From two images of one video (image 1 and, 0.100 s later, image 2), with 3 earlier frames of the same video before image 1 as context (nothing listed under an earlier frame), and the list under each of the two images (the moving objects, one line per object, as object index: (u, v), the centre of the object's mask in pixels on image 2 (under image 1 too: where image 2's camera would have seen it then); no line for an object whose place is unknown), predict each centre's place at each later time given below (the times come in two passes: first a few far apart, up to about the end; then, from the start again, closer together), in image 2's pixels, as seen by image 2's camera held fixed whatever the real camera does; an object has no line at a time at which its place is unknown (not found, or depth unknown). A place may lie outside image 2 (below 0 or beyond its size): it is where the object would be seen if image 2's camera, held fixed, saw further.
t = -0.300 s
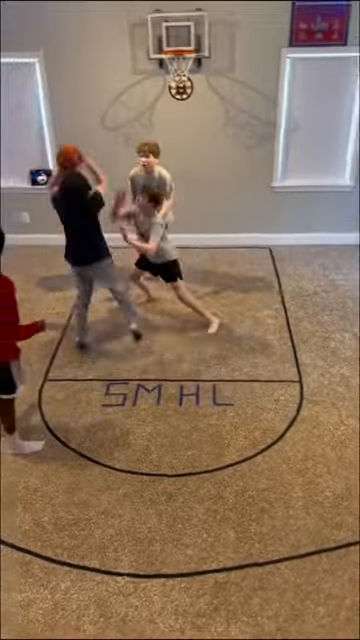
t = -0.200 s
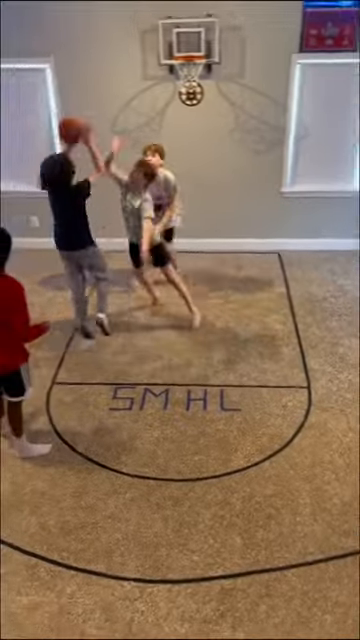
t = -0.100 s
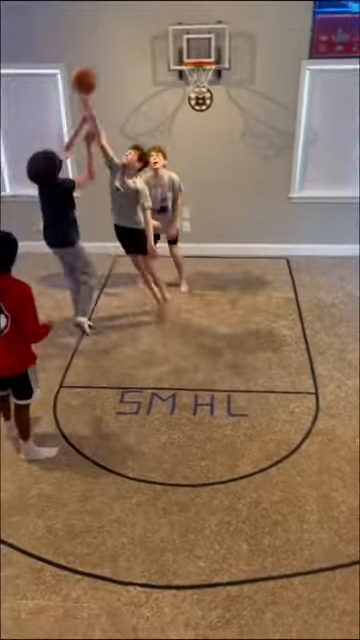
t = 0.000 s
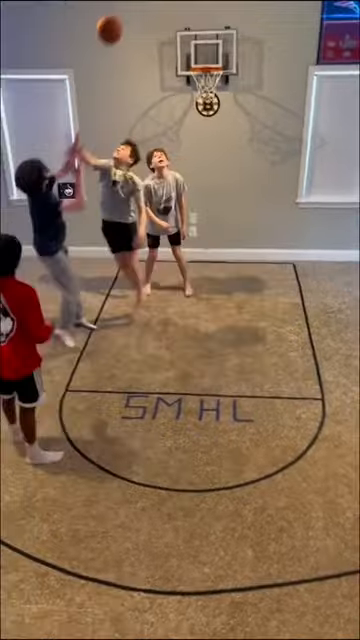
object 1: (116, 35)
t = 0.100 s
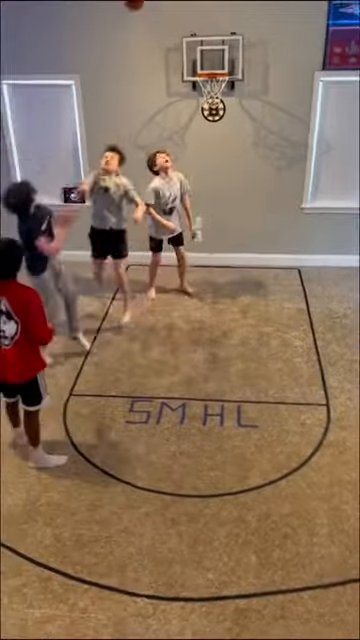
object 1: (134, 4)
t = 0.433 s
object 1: (189, -13)
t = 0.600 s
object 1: (210, 25)
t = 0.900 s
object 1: (200, 86)
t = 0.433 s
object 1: (189, -13)
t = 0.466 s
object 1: (193, -10)
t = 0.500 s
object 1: (197, -4)
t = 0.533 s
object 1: (202, 5)
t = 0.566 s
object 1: (205, 15)
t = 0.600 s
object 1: (210, 25)
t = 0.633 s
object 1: (213, 36)
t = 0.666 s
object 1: (217, 49)
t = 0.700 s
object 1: (219, 61)
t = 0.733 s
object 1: (219, 69)
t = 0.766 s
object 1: (218, 77)
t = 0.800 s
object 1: (214, 84)
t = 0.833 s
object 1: (208, 86)
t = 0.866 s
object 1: (205, 86)
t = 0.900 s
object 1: (200, 86)
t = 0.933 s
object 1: (197, 87)
